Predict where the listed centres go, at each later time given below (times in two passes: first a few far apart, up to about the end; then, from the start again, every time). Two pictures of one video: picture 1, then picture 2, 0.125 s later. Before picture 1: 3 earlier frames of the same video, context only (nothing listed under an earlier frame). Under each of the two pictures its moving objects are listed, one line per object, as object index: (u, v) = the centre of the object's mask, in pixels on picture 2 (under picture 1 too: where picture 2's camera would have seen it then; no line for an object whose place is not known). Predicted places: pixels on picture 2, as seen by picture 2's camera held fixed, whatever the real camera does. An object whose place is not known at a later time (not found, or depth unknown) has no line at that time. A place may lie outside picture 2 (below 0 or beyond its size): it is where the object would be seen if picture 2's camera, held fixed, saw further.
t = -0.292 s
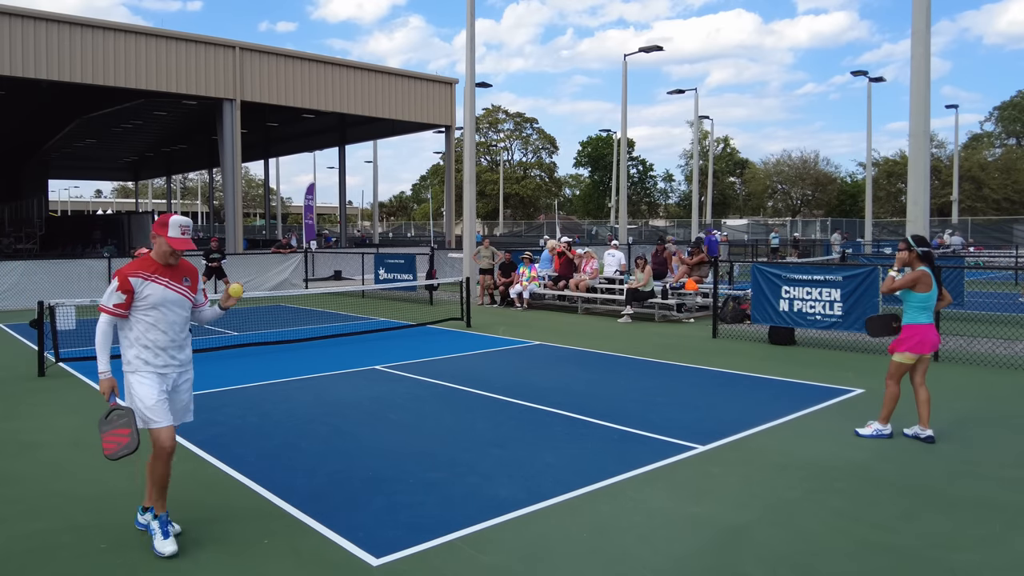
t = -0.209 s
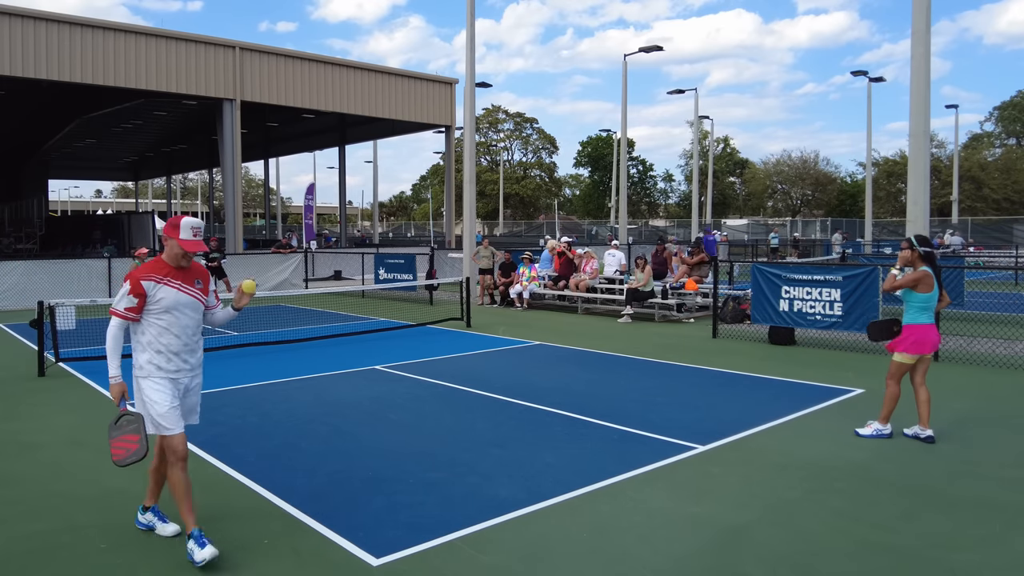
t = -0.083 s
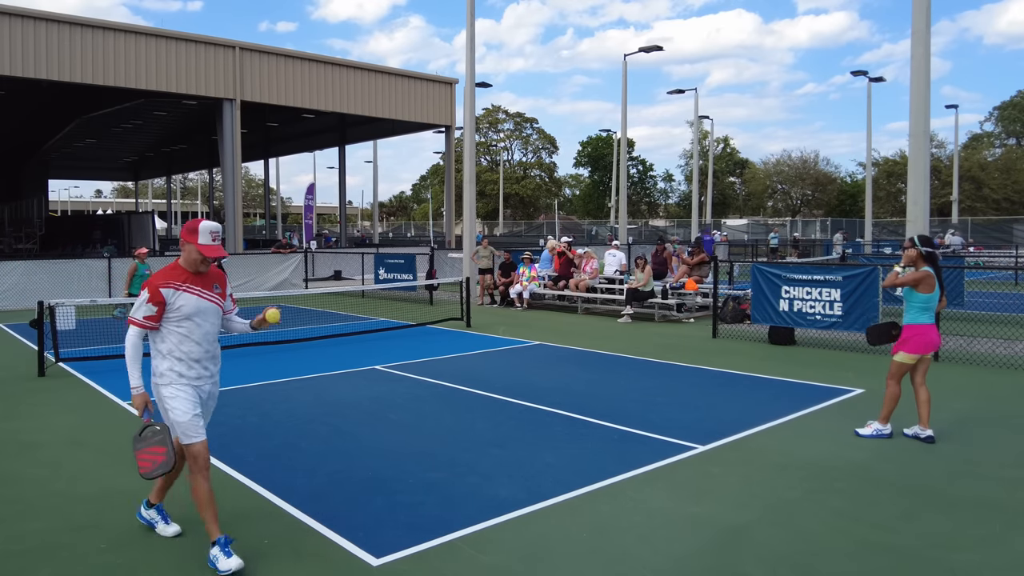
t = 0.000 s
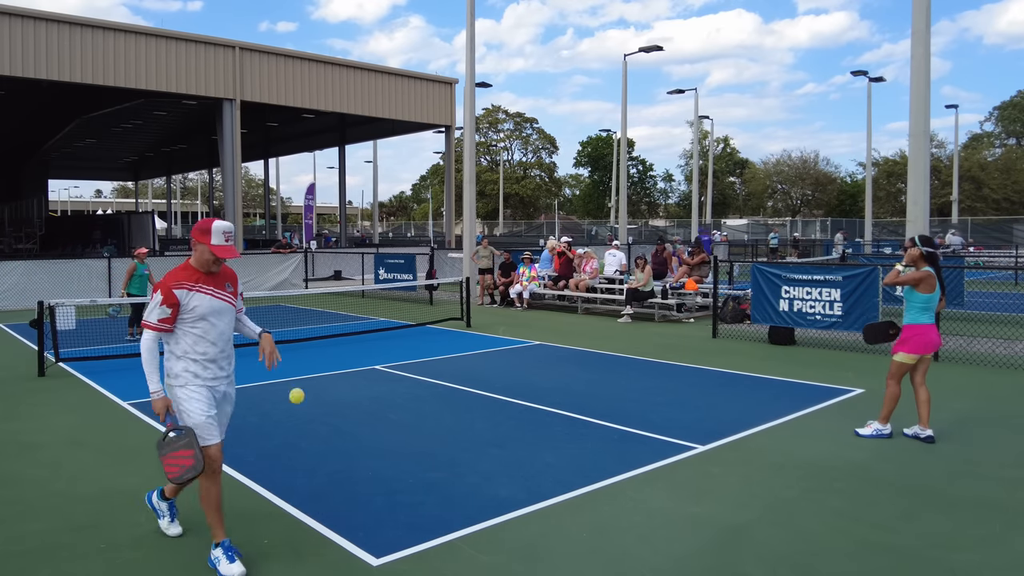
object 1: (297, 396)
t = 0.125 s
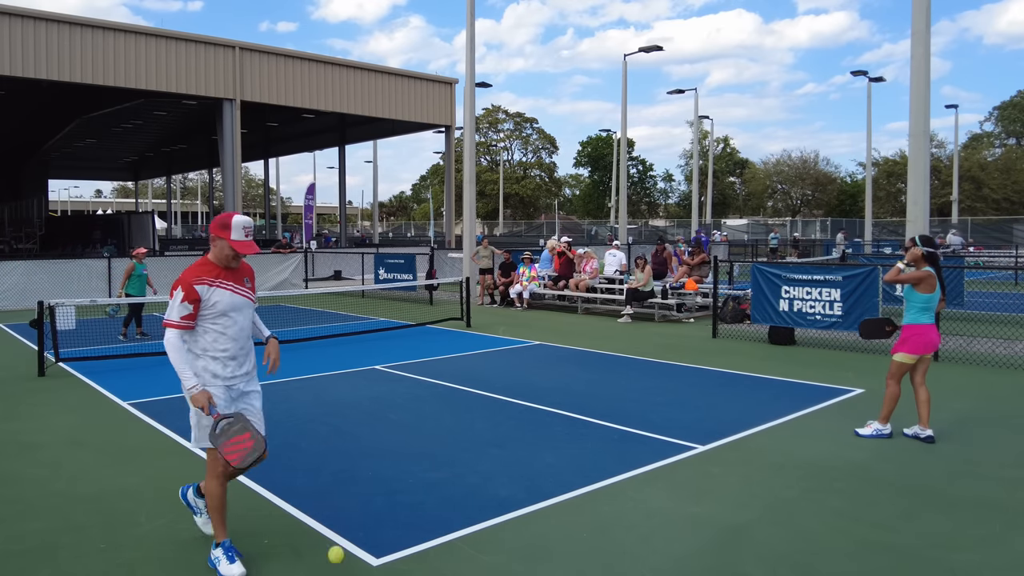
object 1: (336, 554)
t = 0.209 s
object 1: (354, 538)
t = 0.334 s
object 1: (378, 475)
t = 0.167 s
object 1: (346, 565)
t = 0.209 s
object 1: (354, 538)
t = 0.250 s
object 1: (361, 513)
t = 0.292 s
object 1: (369, 492)
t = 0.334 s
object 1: (378, 475)
